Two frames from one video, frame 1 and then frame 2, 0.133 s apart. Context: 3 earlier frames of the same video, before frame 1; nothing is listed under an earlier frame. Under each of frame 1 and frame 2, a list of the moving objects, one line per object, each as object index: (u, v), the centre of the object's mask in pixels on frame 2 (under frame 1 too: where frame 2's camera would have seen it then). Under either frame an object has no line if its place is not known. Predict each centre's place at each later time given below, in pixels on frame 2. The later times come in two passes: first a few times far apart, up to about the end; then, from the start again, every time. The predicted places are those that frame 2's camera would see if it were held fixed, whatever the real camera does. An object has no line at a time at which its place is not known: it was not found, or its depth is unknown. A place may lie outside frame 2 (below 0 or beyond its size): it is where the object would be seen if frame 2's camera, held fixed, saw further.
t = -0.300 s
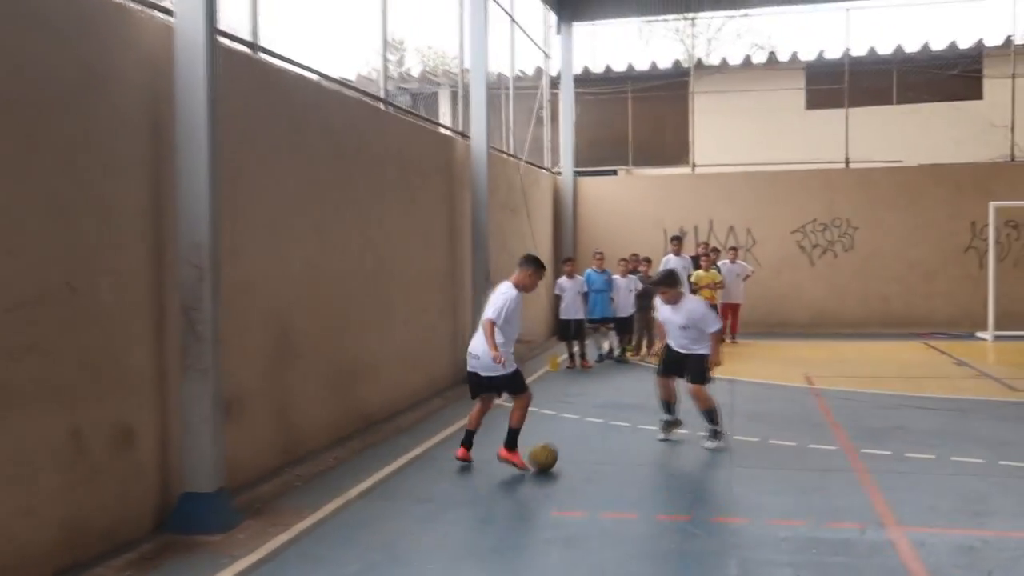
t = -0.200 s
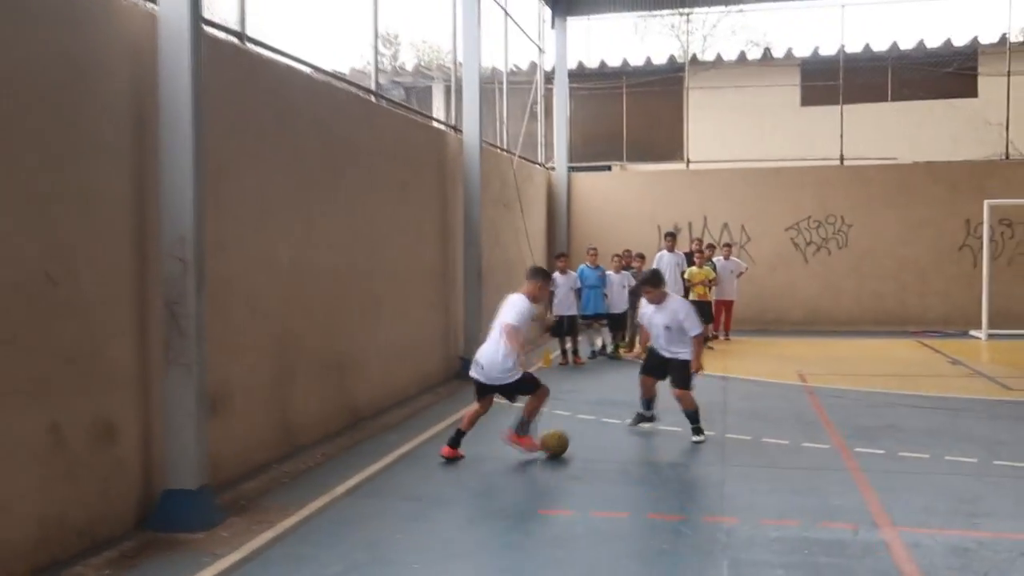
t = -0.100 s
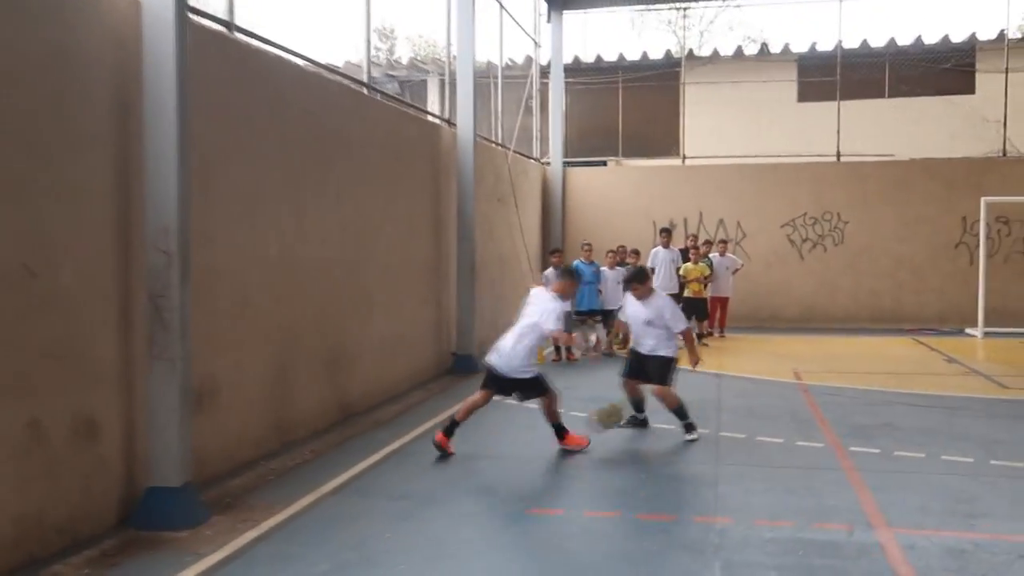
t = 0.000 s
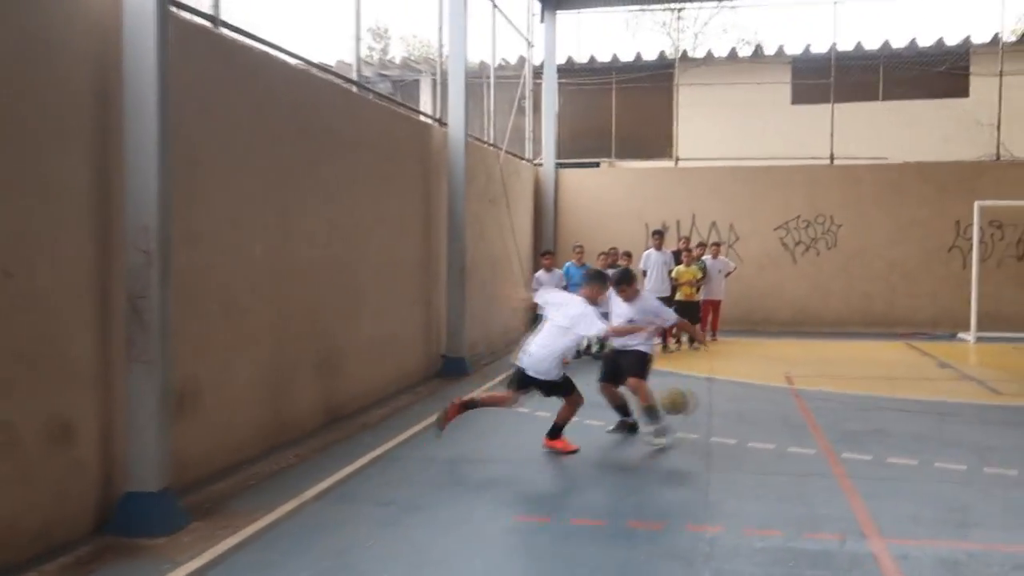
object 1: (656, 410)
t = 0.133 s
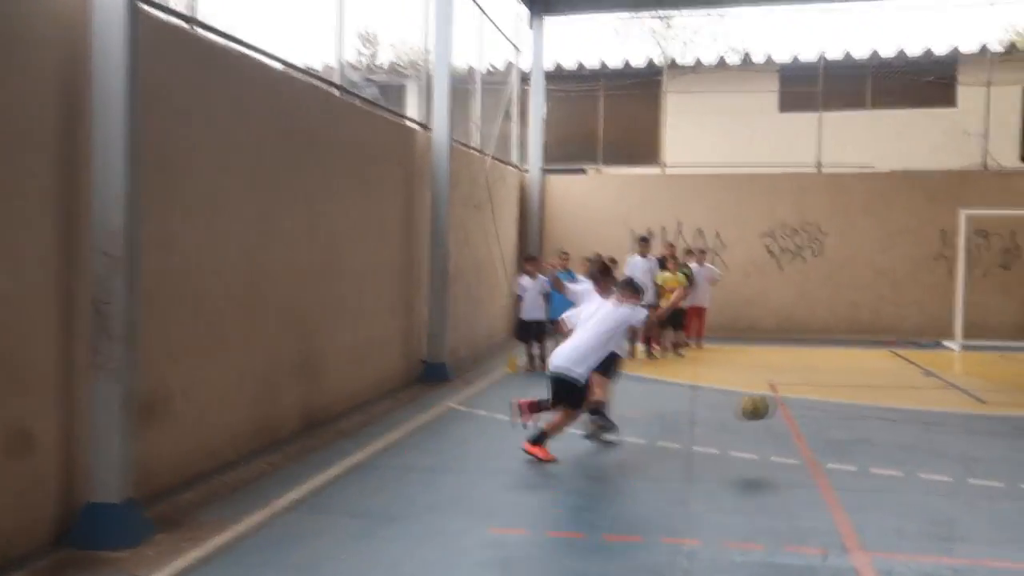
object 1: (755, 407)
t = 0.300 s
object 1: (874, 436)
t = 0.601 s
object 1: (998, 433)
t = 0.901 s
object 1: (1103, 430)
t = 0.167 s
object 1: (778, 410)
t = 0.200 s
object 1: (802, 414)
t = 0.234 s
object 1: (826, 420)
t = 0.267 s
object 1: (850, 427)
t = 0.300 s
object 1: (874, 436)
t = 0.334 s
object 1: (893, 443)
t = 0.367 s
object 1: (908, 438)
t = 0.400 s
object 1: (921, 433)
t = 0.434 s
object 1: (934, 430)
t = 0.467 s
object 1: (947, 428)
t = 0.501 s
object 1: (960, 426)
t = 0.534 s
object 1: (973, 428)
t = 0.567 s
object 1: (986, 429)
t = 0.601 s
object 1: (998, 433)
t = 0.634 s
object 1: (1010, 437)
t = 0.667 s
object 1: (1022, 434)
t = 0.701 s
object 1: (1035, 431)
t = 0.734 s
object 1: (1046, 430)
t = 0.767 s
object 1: (1058, 431)
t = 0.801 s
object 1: (1069, 433)
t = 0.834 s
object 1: (1081, 433)
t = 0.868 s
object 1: (1093, 431)
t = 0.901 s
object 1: (1103, 430)
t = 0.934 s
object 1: (1115, 430)
